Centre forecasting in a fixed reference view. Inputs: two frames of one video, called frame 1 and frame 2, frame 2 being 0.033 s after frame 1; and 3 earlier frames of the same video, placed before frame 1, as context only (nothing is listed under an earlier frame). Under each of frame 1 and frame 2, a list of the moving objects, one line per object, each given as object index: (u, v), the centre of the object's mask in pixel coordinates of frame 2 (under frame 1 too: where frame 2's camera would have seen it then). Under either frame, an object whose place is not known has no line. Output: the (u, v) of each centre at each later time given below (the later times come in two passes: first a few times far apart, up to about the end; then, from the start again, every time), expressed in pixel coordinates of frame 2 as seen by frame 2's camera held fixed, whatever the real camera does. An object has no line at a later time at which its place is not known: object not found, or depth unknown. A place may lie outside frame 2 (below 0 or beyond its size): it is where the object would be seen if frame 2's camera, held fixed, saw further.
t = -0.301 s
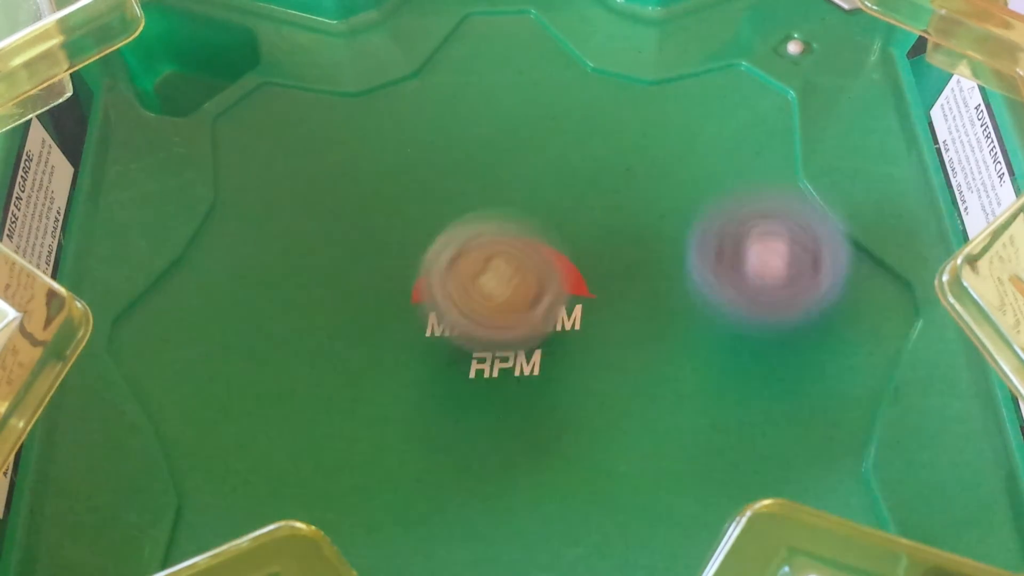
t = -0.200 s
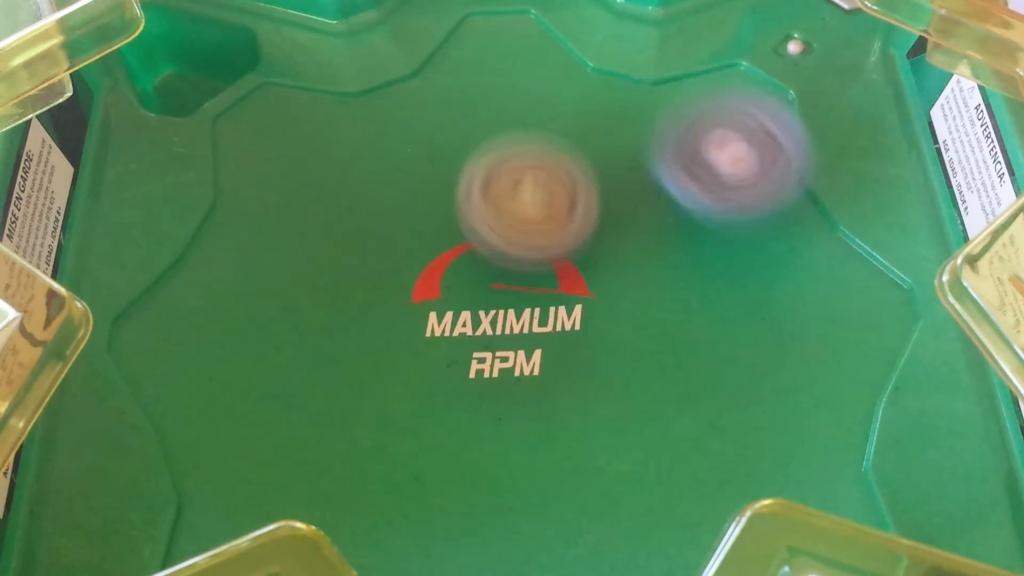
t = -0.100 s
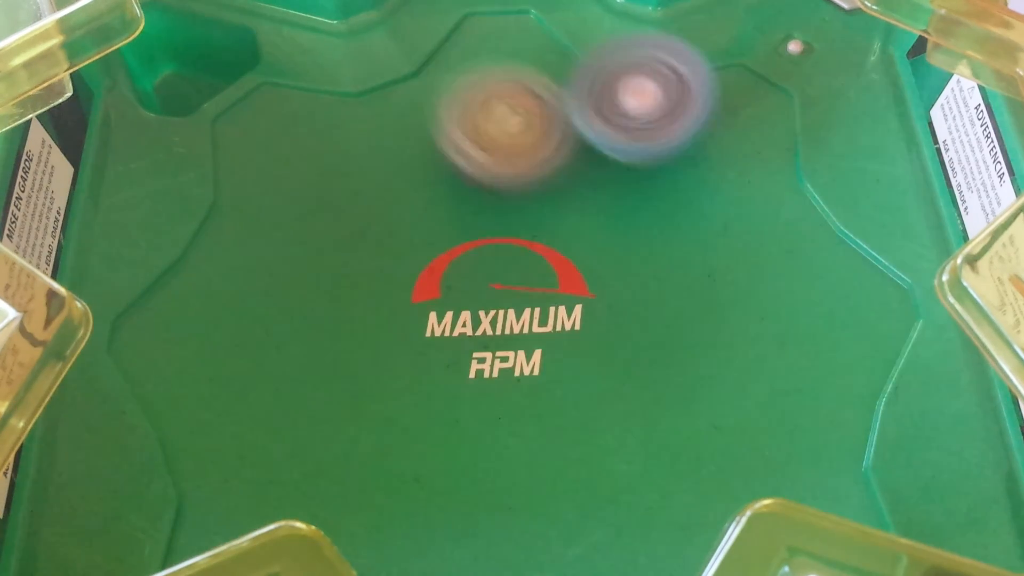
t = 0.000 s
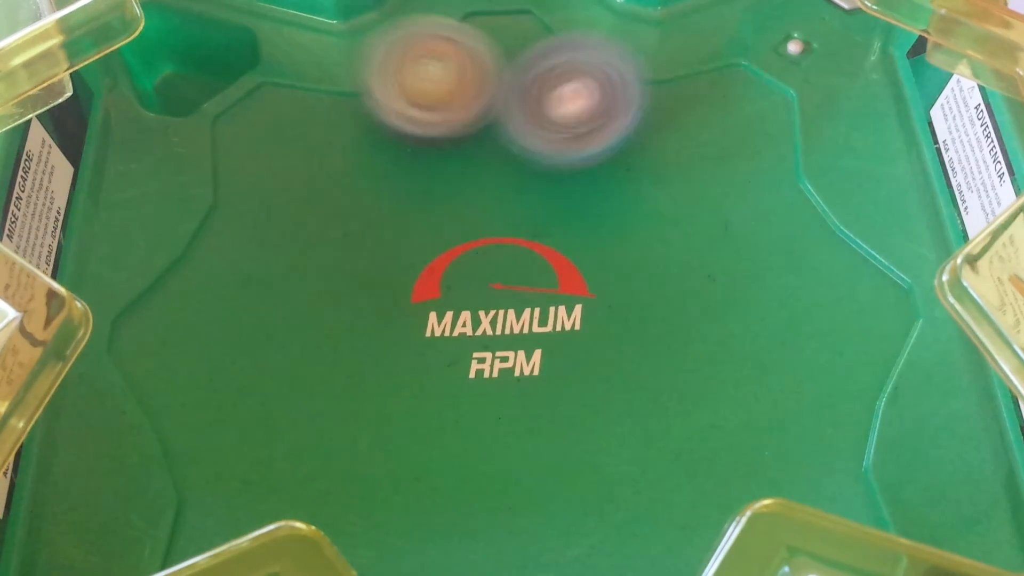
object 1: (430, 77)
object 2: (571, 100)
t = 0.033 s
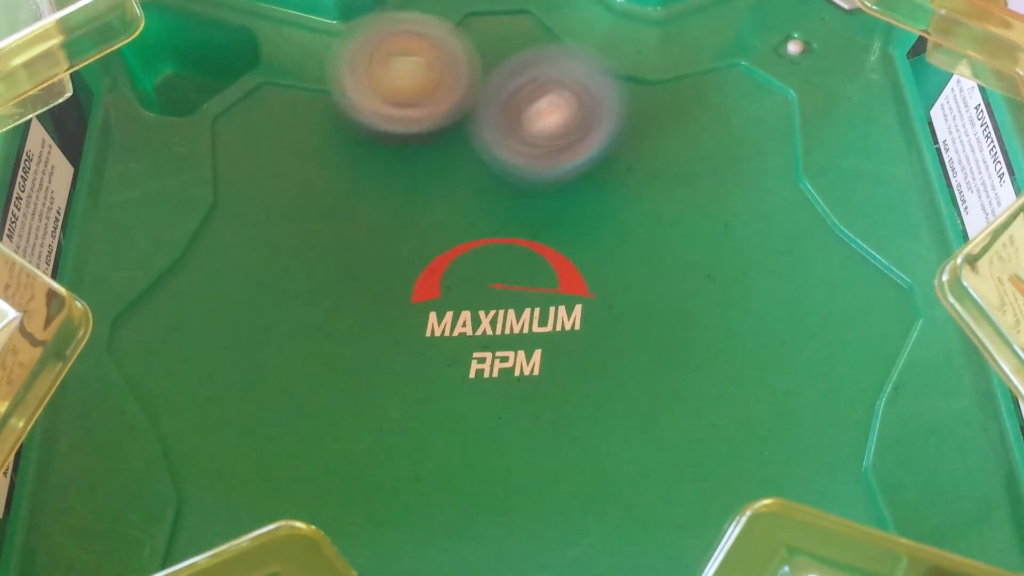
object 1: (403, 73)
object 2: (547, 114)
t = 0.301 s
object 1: (339, 250)
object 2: (485, 315)
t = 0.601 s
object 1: (637, 343)
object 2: (734, 447)
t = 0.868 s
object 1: (755, 186)
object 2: (761, 348)
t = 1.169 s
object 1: (518, 200)
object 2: (505, 350)
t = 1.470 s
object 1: (446, 426)
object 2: (408, 539)
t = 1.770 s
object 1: (678, 432)
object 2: (476, 532)
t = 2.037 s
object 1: (611, 250)
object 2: (465, 356)
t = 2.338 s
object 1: (455, 149)
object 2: (213, 299)
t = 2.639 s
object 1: (403, 317)
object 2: (240, 333)
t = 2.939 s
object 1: (614, 448)
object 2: (351, 248)
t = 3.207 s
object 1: (684, 335)
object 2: (446, 222)
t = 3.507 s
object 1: (495, 311)
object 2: (507, 106)
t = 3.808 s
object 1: (366, 420)
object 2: (569, 155)
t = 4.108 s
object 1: (470, 436)
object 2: (731, 189)
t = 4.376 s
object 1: (527, 295)
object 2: (727, 245)
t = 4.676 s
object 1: (465, 189)
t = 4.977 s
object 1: (435, 261)
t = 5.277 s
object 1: (502, 269)
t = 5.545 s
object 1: (557, 267)
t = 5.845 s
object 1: (570, 245)
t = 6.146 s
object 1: (524, 315)
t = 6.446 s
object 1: (589, 331)
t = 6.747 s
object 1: (569, 364)
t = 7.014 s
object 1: (558, 382)
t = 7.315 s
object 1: (502, 357)
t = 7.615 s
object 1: (500, 391)
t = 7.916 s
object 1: (505, 349)
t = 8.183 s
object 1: (493, 289)
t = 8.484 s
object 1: (436, 275)
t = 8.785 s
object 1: (425, 321)
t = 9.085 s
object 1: (488, 327)
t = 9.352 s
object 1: (518, 293)
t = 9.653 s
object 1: (549, 287)
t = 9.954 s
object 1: (536, 321)
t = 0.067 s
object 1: (378, 76)
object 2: (528, 132)
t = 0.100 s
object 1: (354, 88)
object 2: (510, 154)
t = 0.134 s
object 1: (334, 105)
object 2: (496, 176)
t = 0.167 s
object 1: (319, 129)
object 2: (485, 201)
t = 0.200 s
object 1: (312, 156)
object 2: (479, 229)
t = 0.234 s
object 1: (312, 186)
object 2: (476, 257)
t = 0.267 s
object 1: (322, 218)
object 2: (477, 284)
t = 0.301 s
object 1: (339, 250)
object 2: (485, 315)
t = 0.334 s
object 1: (360, 278)
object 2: (504, 351)
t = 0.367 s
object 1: (382, 300)
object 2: (531, 386)
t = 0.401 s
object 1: (411, 319)
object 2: (557, 407)
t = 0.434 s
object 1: (447, 337)
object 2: (591, 429)
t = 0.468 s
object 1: (488, 348)
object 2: (621, 443)
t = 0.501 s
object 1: (526, 354)
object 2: (654, 452)
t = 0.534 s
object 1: (567, 355)
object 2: (684, 455)
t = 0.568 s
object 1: (602, 352)
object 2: (713, 453)
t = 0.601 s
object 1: (637, 343)
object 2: (734, 447)
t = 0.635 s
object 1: (669, 328)
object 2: (752, 438)
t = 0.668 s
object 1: (699, 312)
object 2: (770, 429)
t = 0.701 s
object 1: (724, 293)
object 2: (782, 419)
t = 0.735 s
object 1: (743, 273)
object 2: (789, 406)
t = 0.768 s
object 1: (756, 250)
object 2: (791, 392)
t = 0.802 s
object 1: (763, 230)
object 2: (787, 377)
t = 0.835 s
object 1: (762, 206)
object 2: (776, 362)
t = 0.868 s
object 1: (755, 186)
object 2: (761, 348)
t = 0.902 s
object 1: (740, 168)
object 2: (740, 337)
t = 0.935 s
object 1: (720, 155)
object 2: (714, 328)
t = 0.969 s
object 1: (697, 146)
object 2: (685, 321)
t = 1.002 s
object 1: (669, 143)
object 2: (656, 316)
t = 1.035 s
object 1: (635, 146)
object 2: (626, 315)
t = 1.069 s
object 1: (604, 155)
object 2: (596, 315)
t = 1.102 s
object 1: (573, 169)
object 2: (568, 317)
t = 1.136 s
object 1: (543, 187)
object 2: (541, 321)
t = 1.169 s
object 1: (518, 200)
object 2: (505, 350)
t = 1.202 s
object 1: (497, 212)
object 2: (474, 380)
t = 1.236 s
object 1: (476, 230)
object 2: (447, 407)
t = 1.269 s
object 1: (457, 255)
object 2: (426, 433)
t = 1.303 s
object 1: (443, 284)
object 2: (408, 460)
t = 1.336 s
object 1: (433, 311)
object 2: (396, 487)
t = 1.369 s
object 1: (428, 339)
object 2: (393, 505)
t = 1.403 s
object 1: (428, 372)
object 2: (395, 518)
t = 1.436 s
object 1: (434, 401)
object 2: (400, 530)
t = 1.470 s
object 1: (446, 426)
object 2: (408, 539)
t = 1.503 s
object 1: (464, 450)
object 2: (415, 545)
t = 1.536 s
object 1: (489, 468)
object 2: (425, 547)
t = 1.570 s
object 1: (518, 483)
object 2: (429, 551)
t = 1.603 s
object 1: (551, 489)
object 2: (435, 552)
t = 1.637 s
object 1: (581, 490)
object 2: (441, 552)
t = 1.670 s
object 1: (611, 482)
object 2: (451, 551)
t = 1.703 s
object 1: (638, 470)
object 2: (461, 546)
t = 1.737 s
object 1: (661, 453)
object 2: (468, 540)
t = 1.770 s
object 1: (678, 432)
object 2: (476, 532)
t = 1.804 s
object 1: (689, 408)
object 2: (480, 521)
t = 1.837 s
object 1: (694, 383)
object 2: (482, 505)
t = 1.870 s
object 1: (693, 357)
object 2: (483, 481)
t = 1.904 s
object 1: (686, 331)
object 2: (480, 454)
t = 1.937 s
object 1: (675, 307)
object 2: (478, 428)
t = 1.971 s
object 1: (658, 286)
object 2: (474, 402)
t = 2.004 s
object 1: (636, 267)
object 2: (471, 382)
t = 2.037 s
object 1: (611, 250)
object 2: (465, 356)
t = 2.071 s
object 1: (582, 238)
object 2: (460, 337)
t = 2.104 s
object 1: (564, 222)
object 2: (430, 327)
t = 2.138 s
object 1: (564, 200)
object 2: (392, 324)
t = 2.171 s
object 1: (555, 183)
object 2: (355, 317)
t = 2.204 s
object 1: (538, 169)
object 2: (325, 310)
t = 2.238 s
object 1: (519, 158)
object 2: (293, 303)
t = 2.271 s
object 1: (499, 151)
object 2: (263, 298)
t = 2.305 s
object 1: (476, 147)
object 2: (236, 297)
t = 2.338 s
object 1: (455, 149)
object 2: (213, 299)
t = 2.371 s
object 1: (434, 156)
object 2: (190, 302)
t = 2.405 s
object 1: (415, 166)
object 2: (176, 307)
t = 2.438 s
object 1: (400, 181)
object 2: (170, 314)
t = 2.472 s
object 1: (387, 200)
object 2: (170, 319)
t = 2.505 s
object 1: (381, 221)
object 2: (174, 324)
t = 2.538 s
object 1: (378, 245)
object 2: (184, 328)
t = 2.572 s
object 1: (381, 268)
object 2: (198, 332)
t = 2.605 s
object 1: (389, 294)
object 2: (219, 334)
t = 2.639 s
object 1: (403, 317)
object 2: (240, 333)
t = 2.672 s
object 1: (422, 341)
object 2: (269, 329)
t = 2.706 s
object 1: (441, 366)
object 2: (286, 318)
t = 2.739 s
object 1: (468, 396)
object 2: (295, 303)
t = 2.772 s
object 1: (490, 411)
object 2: (302, 286)
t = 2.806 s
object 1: (513, 431)
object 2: (309, 274)
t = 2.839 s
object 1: (538, 441)
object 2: (319, 265)
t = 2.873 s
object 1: (563, 446)
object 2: (329, 258)
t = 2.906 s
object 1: (588, 450)
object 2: (340, 252)
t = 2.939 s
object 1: (614, 448)
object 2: (351, 248)
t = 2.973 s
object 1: (638, 442)
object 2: (363, 245)
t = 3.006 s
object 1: (657, 433)
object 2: (375, 243)
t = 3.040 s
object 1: (673, 421)
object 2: (385, 242)
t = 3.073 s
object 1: (685, 406)
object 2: (396, 241)
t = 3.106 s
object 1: (693, 390)
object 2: (406, 238)
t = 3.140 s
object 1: (694, 371)
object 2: (419, 235)
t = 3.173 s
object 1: (691, 353)
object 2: (432, 229)
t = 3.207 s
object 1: (684, 335)
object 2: (446, 222)
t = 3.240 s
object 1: (671, 318)
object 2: (458, 211)
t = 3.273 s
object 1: (655, 303)
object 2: (470, 198)
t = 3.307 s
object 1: (636, 291)
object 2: (482, 185)
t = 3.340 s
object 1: (613, 281)
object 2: (491, 174)
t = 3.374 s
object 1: (590, 277)
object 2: (498, 161)
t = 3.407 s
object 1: (570, 287)
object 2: (500, 139)
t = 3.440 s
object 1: (546, 298)
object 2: (503, 121)
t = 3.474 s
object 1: (520, 304)
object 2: (507, 111)
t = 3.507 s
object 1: (495, 311)
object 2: (507, 106)
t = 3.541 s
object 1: (473, 317)
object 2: (506, 105)
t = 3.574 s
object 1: (451, 328)
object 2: (503, 106)
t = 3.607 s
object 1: (431, 339)
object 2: (502, 110)
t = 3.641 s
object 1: (413, 352)
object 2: (505, 116)
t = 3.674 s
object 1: (396, 365)
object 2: (511, 123)
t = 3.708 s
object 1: (384, 379)
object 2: (520, 131)
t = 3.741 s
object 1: (375, 392)
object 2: (533, 139)
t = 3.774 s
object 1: (369, 406)
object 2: (549, 148)
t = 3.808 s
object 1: (366, 420)
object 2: (569, 155)
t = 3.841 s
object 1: (366, 433)
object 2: (588, 161)
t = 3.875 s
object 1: (371, 443)
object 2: (610, 167)
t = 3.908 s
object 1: (380, 451)
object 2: (630, 171)
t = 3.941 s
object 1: (391, 458)
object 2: (651, 175)
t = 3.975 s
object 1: (406, 460)
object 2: (670, 178)
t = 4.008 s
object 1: (422, 459)
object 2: (688, 181)
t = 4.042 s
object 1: (439, 453)
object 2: (705, 184)
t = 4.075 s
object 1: (455, 446)
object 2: (719, 187)
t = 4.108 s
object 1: (470, 436)
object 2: (731, 189)
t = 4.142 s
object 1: (483, 422)
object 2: (741, 192)
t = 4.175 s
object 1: (498, 405)
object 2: (749, 194)
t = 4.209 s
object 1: (508, 392)
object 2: (755, 197)
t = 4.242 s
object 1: (516, 371)
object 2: (758, 200)
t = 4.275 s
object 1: (522, 350)
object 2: (756, 206)
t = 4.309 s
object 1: (525, 332)
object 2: (749, 216)
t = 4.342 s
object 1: (526, 314)
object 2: (739, 228)
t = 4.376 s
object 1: (527, 295)
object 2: (727, 245)
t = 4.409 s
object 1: (524, 277)
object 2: (713, 263)
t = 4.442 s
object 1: (521, 260)
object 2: (699, 288)
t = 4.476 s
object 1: (516, 245)
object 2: (687, 310)
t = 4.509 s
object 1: (510, 231)
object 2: (676, 339)
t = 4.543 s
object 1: (502, 217)
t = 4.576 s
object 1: (493, 207)
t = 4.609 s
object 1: (485, 198)
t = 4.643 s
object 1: (476, 193)
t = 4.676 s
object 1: (465, 189)
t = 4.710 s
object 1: (455, 187)
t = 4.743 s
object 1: (445, 189)
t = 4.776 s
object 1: (437, 193)
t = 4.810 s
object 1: (431, 199)
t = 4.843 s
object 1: (426, 209)
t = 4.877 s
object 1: (424, 221)
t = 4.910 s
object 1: (425, 234)
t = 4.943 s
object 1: (429, 246)
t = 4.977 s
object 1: (435, 261)
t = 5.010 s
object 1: (443, 276)
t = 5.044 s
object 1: (454, 287)
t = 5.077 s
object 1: (463, 287)
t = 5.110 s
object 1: (466, 277)
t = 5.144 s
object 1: (472, 272)
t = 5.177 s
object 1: (478, 271)
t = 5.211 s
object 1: (486, 270)
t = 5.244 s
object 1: (494, 270)
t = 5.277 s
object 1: (502, 269)
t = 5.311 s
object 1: (509, 268)
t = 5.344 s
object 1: (518, 268)
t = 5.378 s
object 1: (525, 268)
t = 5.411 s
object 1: (532, 267)
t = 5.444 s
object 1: (540, 267)
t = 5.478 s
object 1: (547, 267)
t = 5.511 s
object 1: (553, 267)
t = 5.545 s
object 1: (557, 267)
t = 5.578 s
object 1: (561, 267)
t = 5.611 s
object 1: (563, 267)
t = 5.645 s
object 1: (570, 260)
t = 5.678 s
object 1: (574, 253)
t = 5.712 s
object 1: (576, 249)
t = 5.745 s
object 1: (577, 246)
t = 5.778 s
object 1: (576, 244)
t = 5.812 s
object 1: (573, 244)
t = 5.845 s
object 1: (570, 245)
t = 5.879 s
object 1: (566, 248)
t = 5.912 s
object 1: (561, 252)
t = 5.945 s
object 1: (555, 258)
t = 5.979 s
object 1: (548, 266)
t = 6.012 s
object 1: (543, 273)
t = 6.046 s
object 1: (538, 278)
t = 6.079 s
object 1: (535, 290)
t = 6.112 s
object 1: (529, 302)
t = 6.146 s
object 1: (524, 315)
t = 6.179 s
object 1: (521, 329)
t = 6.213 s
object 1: (519, 339)
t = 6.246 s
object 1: (528, 336)
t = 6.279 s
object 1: (551, 326)
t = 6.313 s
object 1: (569, 318)
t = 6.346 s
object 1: (580, 316)
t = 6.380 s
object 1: (584, 321)
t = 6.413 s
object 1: (587, 326)
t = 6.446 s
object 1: (589, 331)
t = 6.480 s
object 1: (590, 336)
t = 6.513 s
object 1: (590, 341)
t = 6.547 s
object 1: (590, 344)
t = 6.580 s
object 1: (589, 349)
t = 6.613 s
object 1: (586, 352)
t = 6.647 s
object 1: (583, 356)
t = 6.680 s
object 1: (579, 359)
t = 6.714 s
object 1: (575, 362)
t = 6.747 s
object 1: (569, 364)
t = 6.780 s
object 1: (563, 366)
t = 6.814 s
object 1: (557, 369)
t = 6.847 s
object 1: (559, 372)
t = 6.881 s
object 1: (563, 376)
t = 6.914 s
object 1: (563, 381)
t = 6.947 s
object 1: (562, 382)
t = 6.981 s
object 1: (560, 383)
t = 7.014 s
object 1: (558, 382)
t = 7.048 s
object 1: (554, 382)
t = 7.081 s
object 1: (551, 381)
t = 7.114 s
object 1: (546, 379)
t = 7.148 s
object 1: (540, 373)
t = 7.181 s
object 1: (533, 370)
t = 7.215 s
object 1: (526, 367)
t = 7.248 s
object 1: (518, 363)
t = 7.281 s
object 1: (509, 360)
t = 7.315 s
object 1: (502, 357)
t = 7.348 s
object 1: (494, 354)
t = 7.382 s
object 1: (486, 349)
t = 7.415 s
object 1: (480, 346)
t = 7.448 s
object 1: (486, 359)
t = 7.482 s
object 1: (497, 379)
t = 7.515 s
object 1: (499, 389)
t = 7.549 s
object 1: (499, 391)
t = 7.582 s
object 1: (499, 391)
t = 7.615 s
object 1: (500, 391)
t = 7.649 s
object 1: (500, 390)
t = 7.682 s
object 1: (501, 388)
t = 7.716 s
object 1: (502, 386)
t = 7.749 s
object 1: (502, 381)
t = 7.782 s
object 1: (502, 377)
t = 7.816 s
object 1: (504, 370)
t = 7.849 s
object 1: (505, 364)
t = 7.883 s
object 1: (506, 356)
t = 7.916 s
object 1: (505, 349)
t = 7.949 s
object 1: (505, 341)
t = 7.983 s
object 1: (505, 334)
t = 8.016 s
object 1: (503, 326)
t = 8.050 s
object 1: (502, 319)
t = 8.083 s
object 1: (501, 312)
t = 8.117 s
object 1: (501, 306)
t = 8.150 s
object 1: (498, 299)
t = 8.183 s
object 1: (493, 289)
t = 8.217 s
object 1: (492, 284)
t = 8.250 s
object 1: (491, 281)
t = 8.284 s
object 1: (485, 277)
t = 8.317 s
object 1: (473, 275)
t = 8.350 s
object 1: (465, 275)
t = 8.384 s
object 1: (460, 273)
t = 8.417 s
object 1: (453, 270)
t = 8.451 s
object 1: (442, 272)
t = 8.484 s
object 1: (436, 275)
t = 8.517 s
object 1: (431, 280)
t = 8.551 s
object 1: (425, 280)
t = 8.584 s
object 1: (421, 281)
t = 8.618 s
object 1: (417, 287)
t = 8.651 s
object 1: (416, 293)
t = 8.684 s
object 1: (415, 299)
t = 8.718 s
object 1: (416, 307)
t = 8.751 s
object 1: (420, 314)
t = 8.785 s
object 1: (425, 321)
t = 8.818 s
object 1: (431, 328)
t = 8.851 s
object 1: (440, 335)
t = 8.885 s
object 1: (450, 341)
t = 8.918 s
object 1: (460, 346)
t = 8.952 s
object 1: (471, 350)
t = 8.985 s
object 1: (478, 346)
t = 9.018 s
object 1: (482, 337)
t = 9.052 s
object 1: (484, 333)
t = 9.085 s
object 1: (488, 327)
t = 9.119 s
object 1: (493, 321)
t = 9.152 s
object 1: (497, 317)
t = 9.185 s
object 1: (502, 312)
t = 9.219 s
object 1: (508, 305)
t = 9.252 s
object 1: (511, 300)
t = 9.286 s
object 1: (512, 299)
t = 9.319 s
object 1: (515, 298)
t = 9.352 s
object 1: (518, 293)
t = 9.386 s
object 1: (522, 292)
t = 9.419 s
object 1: (528, 289)
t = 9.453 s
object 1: (533, 287)
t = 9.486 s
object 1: (535, 286)
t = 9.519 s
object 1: (540, 286)
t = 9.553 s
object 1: (545, 289)
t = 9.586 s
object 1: (545, 289)
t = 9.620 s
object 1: (548, 287)
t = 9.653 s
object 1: (549, 287)
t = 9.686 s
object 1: (549, 288)
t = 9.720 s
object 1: (550, 290)
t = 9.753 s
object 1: (551, 291)
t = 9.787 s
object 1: (549, 295)
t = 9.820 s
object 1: (545, 302)
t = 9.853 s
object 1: (541, 305)
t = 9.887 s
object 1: (538, 310)
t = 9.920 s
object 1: (538, 316)
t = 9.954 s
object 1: (536, 321)
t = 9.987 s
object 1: (533, 326)
